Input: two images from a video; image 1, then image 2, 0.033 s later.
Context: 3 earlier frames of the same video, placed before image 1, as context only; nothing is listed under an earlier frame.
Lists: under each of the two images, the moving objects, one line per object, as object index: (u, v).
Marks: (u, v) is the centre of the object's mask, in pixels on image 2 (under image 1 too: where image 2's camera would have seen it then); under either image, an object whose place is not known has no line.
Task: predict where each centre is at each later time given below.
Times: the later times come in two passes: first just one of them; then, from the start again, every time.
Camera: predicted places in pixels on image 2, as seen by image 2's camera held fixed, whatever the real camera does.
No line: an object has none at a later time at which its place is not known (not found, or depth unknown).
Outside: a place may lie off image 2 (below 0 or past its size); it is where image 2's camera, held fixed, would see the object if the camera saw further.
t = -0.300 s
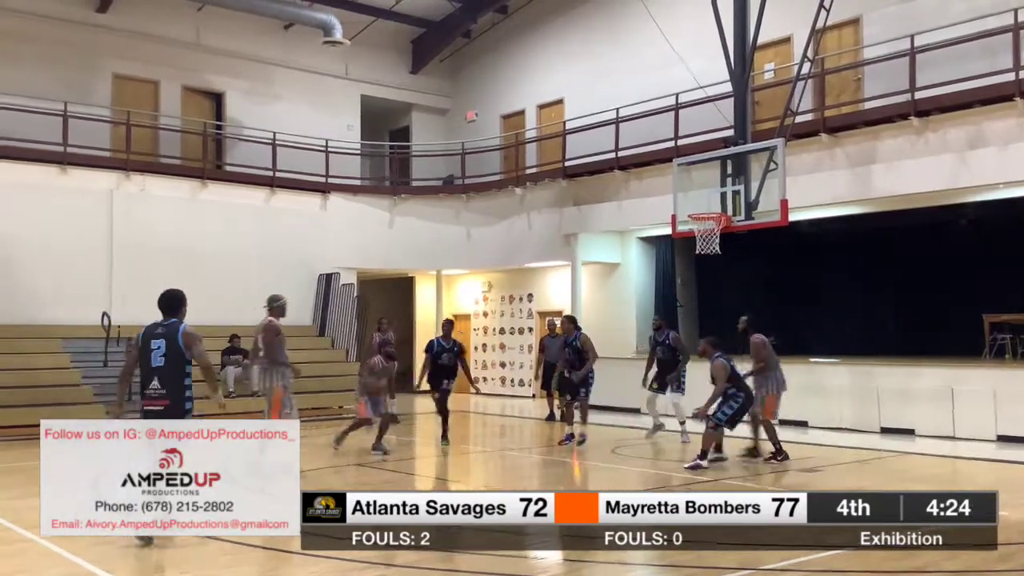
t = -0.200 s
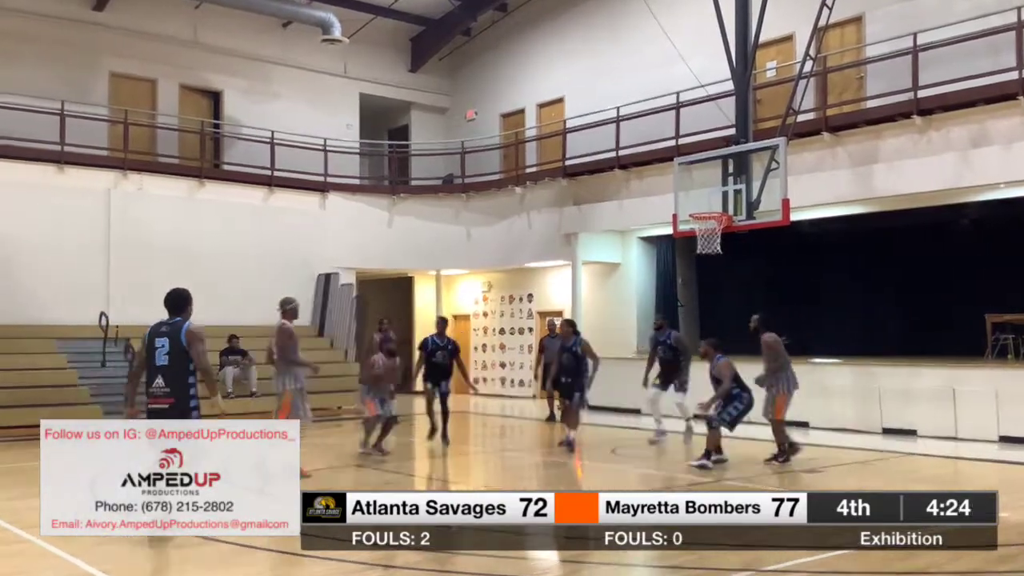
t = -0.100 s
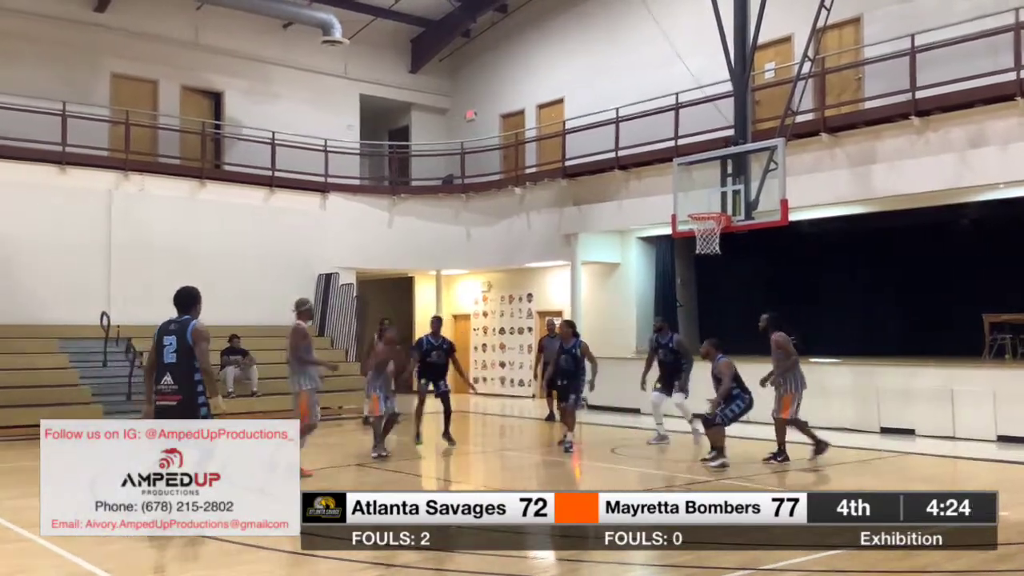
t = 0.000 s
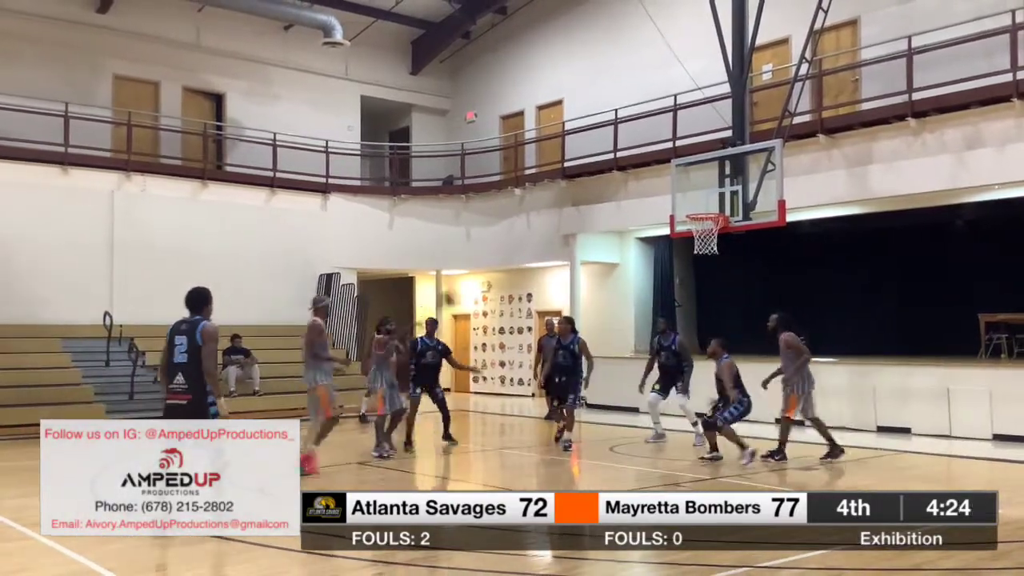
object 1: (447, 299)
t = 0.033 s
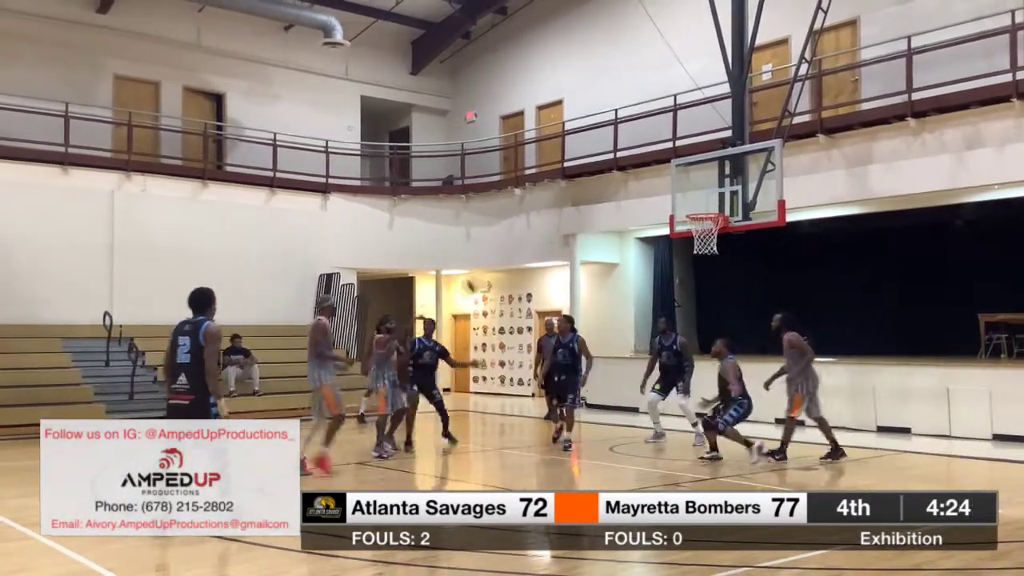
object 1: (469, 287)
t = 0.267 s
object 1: (646, 216)
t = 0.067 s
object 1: (494, 275)
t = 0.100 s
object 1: (517, 263)
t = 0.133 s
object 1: (542, 252)
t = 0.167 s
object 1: (566, 243)
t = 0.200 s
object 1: (594, 232)
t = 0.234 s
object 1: (619, 224)
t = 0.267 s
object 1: (646, 216)
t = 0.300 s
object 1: (673, 210)
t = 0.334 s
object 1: (701, 203)
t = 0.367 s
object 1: (730, 198)
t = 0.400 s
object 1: (755, 193)
